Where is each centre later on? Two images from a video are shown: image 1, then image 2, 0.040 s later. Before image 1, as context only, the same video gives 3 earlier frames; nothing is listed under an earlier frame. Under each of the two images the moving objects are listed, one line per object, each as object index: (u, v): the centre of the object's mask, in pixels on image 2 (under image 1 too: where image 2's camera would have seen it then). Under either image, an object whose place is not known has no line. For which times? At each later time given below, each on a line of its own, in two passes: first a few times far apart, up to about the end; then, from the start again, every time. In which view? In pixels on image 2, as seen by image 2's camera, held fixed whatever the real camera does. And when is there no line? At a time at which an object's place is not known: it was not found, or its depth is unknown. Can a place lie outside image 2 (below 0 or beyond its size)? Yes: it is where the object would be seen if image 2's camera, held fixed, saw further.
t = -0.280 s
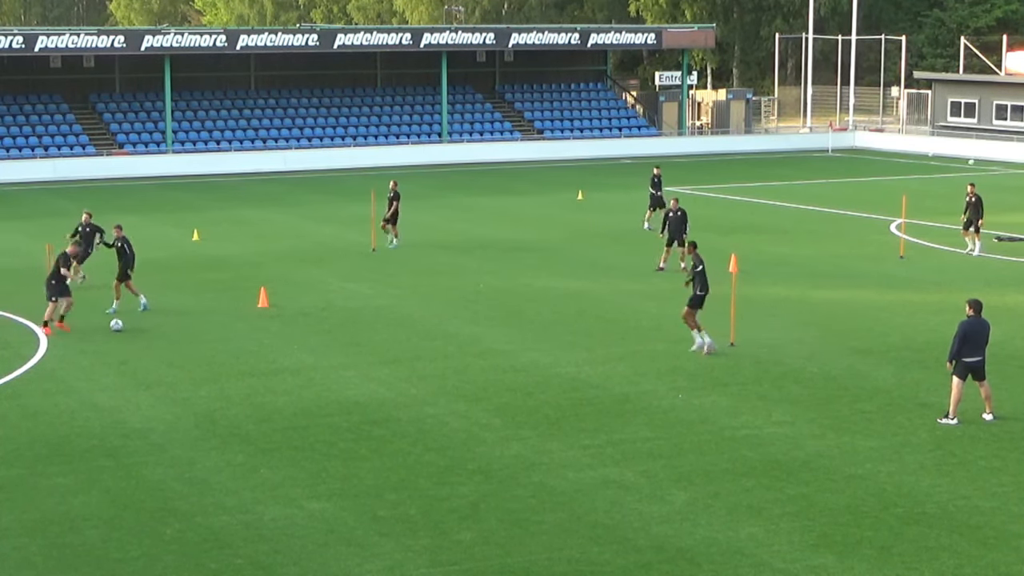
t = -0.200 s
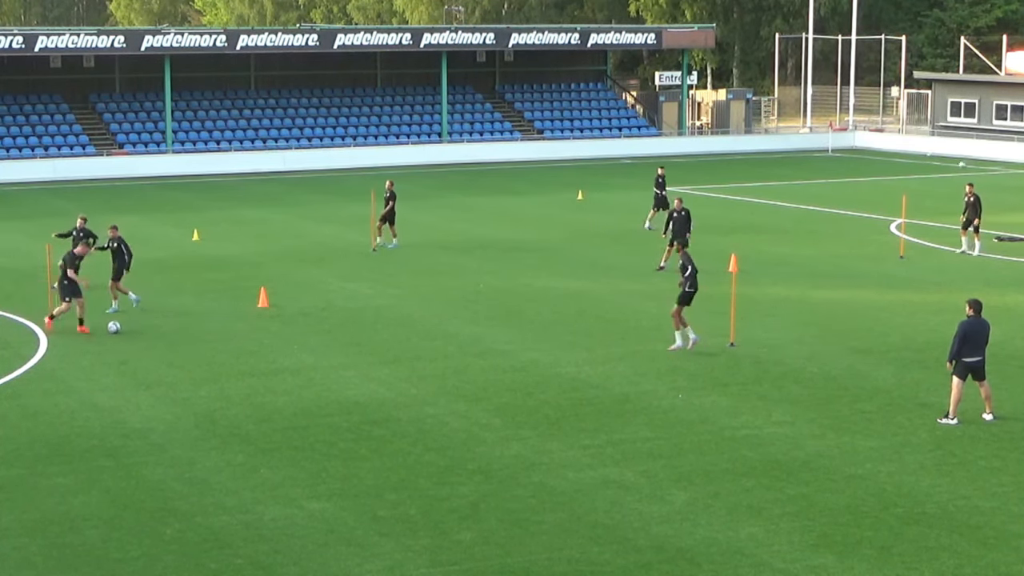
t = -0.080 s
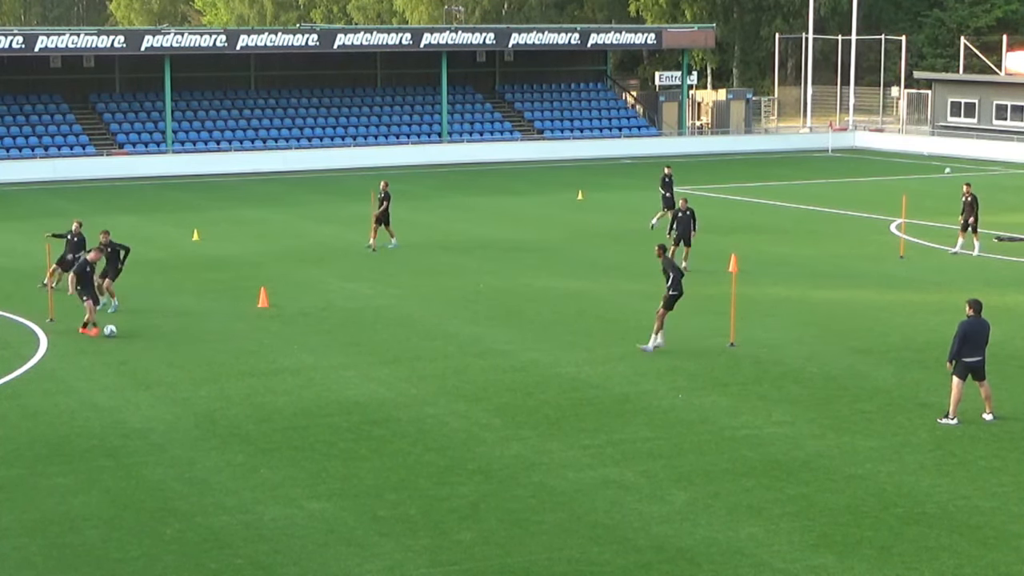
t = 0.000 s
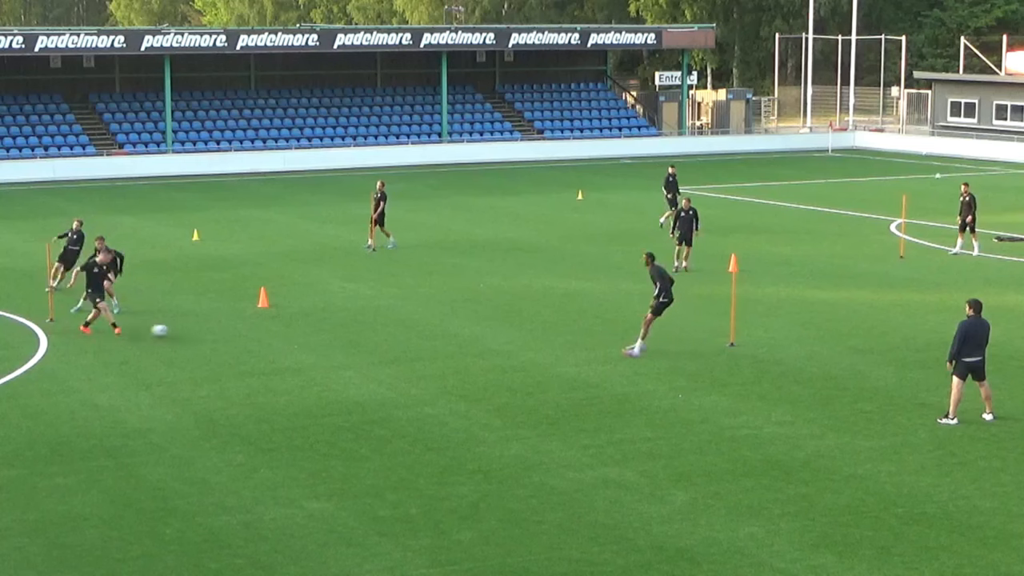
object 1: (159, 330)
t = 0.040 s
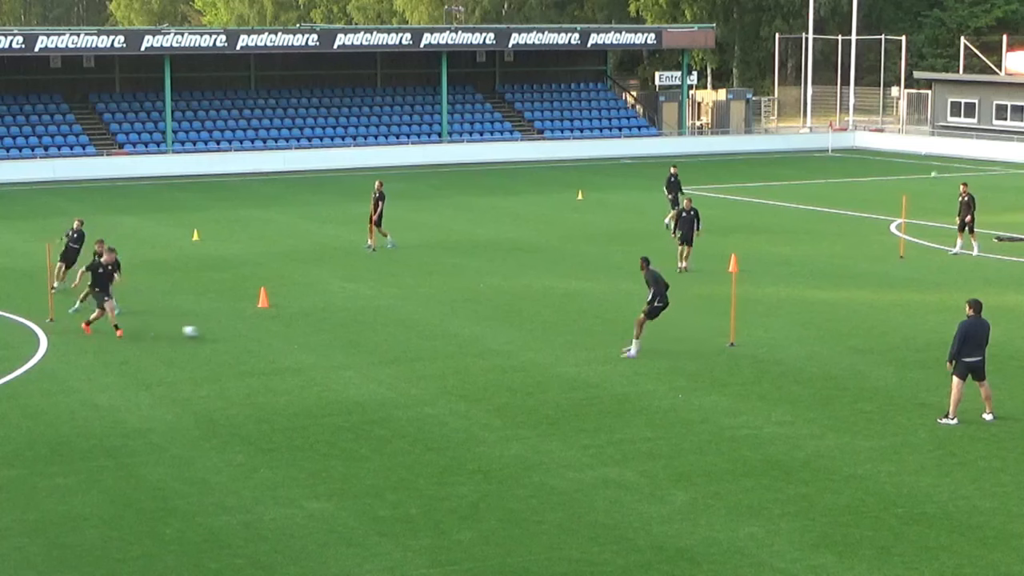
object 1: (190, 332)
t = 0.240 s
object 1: (328, 335)
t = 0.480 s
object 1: (471, 339)
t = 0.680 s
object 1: (570, 341)
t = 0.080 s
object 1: (220, 334)
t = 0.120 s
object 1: (248, 334)
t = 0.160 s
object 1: (275, 333)
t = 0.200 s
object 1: (301, 333)
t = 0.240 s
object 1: (328, 335)
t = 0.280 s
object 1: (355, 337)
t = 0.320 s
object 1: (379, 337)
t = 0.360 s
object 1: (402, 337)
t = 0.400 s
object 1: (426, 338)
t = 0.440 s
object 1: (450, 339)
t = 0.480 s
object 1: (471, 339)
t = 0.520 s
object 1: (492, 339)
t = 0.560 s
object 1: (513, 340)
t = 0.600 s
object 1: (532, 341)
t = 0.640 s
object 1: (552, 341)
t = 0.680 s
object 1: (570, 341)
